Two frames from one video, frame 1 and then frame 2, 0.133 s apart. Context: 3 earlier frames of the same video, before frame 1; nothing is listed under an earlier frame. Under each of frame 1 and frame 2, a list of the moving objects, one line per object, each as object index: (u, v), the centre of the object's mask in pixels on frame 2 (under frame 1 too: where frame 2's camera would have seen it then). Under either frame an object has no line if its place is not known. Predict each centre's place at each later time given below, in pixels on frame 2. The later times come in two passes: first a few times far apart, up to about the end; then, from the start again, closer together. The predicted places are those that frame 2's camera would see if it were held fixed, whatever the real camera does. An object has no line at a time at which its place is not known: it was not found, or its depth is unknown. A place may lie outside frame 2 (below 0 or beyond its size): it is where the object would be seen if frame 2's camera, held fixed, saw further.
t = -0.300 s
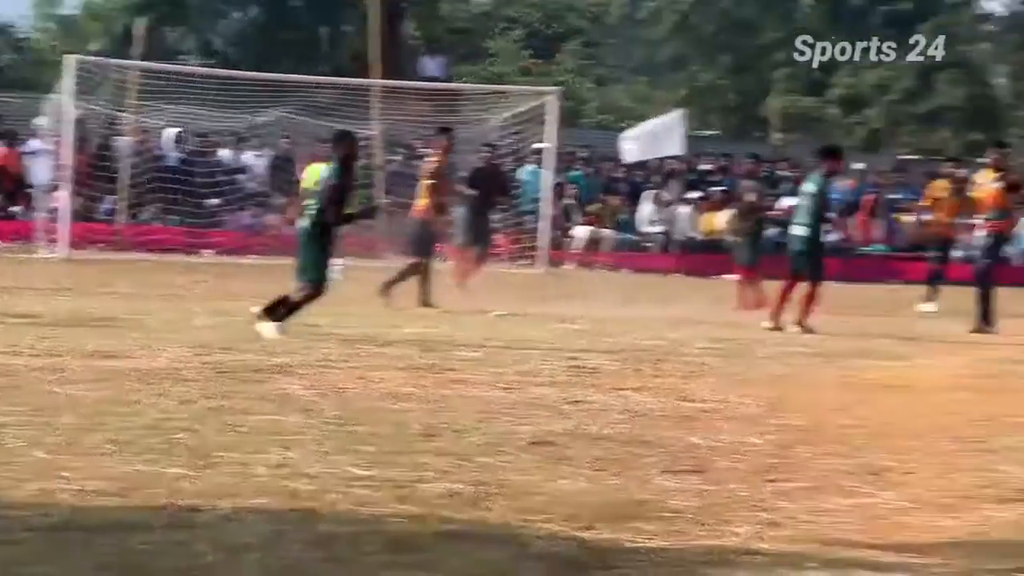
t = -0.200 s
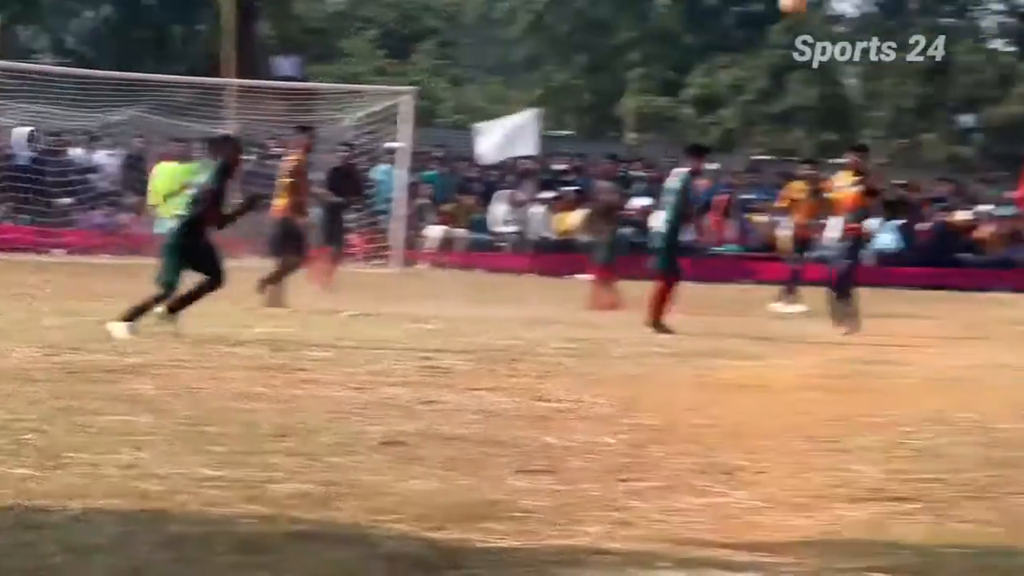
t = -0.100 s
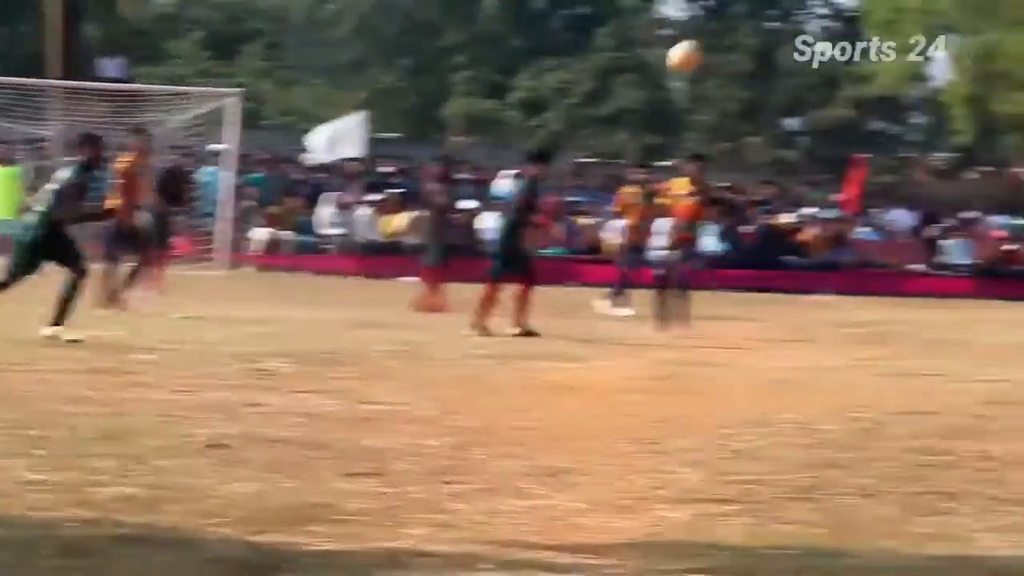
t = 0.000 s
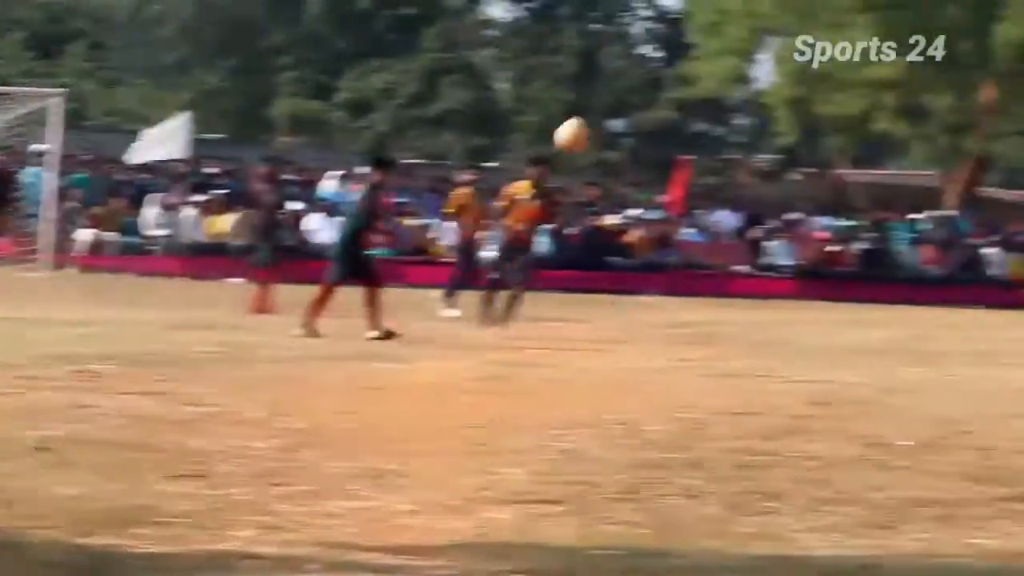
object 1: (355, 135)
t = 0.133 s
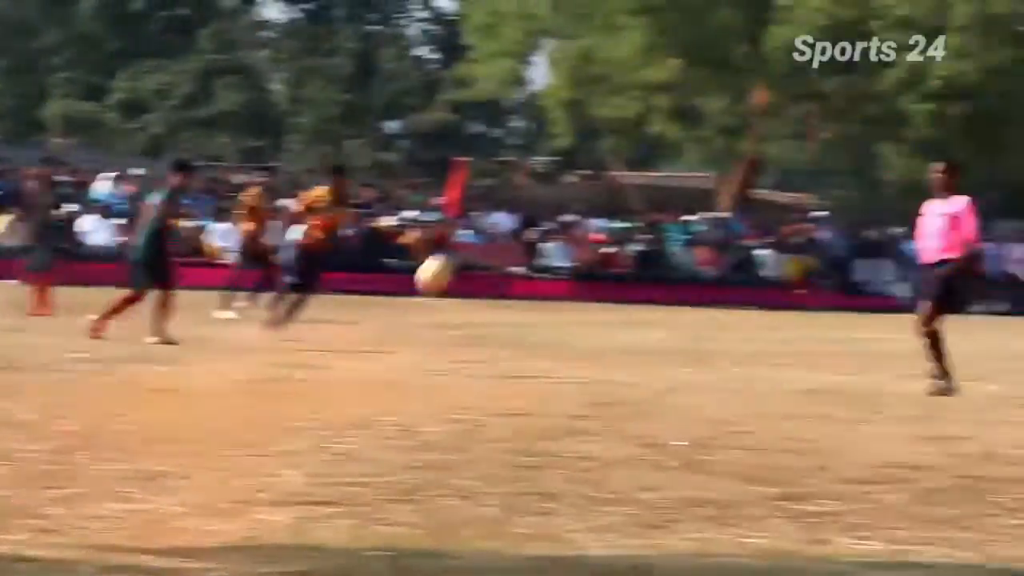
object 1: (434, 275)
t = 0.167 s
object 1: (454, 315)
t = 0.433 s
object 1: (655, 199)
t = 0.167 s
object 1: (454, 315)
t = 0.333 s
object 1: (578, 269)
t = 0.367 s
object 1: (604, 247)
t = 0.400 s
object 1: (630, 220)
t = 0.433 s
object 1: (655, 199)
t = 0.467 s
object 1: (680, 175)
